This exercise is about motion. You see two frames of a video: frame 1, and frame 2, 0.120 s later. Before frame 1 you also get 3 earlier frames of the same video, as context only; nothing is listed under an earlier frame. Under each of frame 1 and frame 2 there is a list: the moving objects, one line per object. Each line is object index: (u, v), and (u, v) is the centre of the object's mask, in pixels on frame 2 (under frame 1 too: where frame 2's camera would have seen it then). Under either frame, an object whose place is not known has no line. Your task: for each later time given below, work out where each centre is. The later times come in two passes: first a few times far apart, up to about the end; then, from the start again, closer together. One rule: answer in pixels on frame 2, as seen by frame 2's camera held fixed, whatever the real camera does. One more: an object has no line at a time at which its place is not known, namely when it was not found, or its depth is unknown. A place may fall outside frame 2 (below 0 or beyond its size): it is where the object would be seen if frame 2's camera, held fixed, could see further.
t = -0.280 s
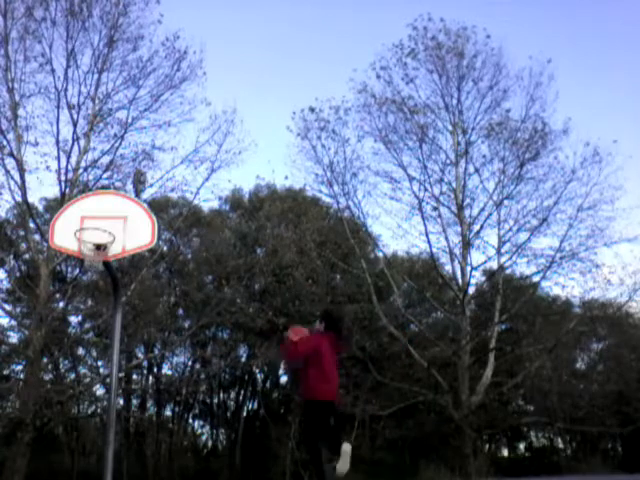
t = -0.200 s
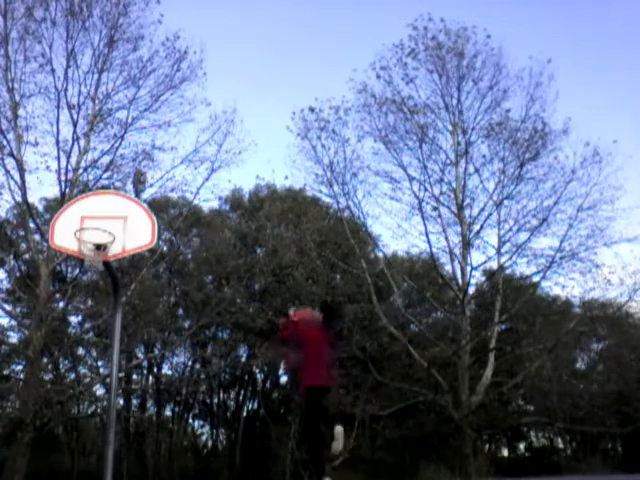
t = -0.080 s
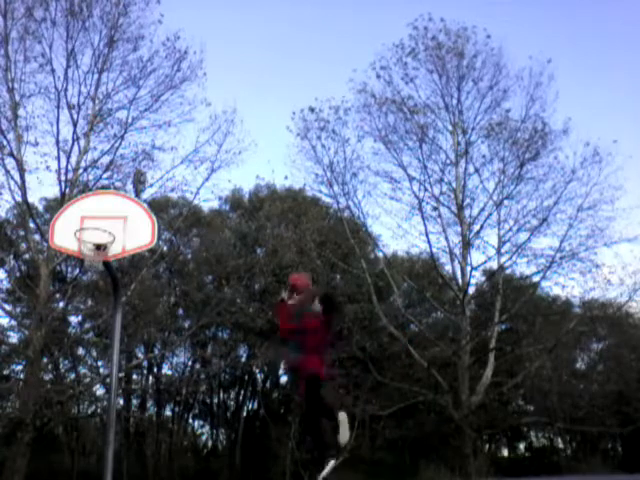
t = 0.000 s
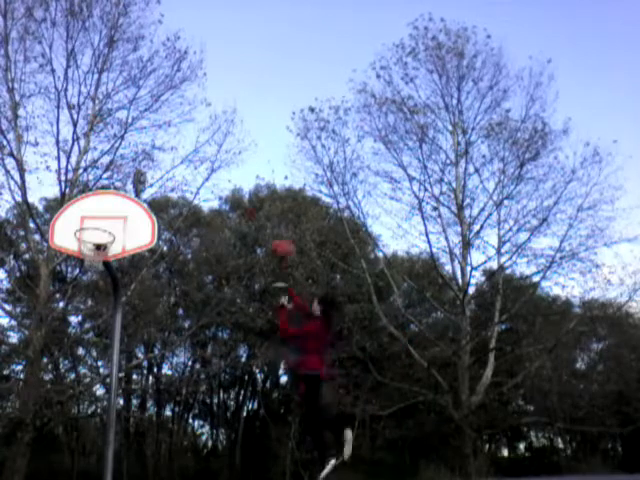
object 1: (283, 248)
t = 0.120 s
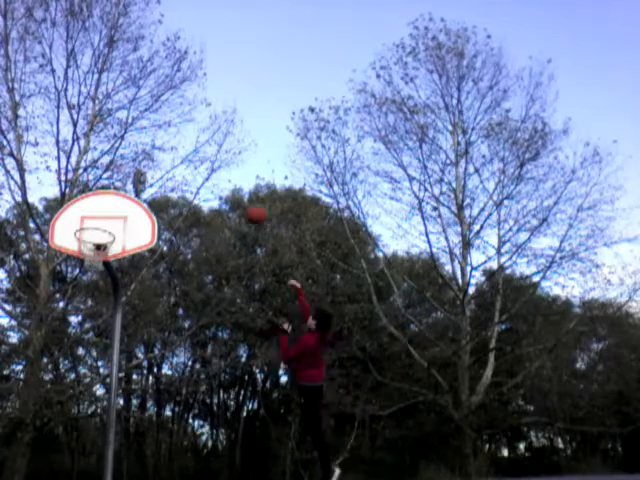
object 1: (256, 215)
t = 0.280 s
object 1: (226, 188)
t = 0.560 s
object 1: (180, 192)
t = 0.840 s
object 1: (136, 249)
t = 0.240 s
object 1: (233, 192)
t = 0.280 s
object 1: (226, 188)
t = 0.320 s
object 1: (219, 185)
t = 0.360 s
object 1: (212, 183)
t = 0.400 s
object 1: (205, 183)
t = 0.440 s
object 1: (199, 183)
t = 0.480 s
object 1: (192, 185)
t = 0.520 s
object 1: (186, 188)
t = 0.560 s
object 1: (180, 192)
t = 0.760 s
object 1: (149, 229)
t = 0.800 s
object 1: (143, 239)
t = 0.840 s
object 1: (136, 249)
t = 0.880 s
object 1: (134, 264)
